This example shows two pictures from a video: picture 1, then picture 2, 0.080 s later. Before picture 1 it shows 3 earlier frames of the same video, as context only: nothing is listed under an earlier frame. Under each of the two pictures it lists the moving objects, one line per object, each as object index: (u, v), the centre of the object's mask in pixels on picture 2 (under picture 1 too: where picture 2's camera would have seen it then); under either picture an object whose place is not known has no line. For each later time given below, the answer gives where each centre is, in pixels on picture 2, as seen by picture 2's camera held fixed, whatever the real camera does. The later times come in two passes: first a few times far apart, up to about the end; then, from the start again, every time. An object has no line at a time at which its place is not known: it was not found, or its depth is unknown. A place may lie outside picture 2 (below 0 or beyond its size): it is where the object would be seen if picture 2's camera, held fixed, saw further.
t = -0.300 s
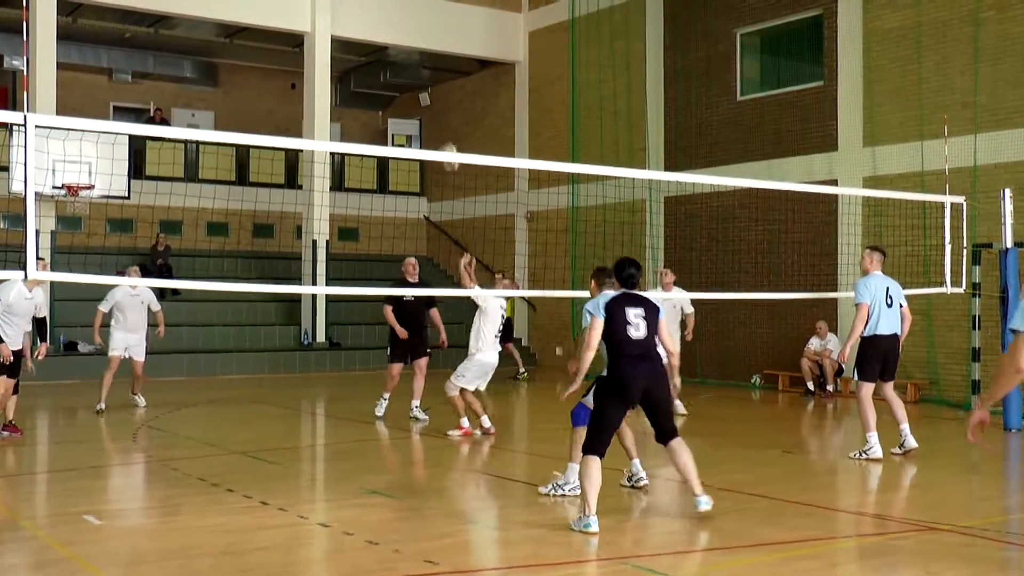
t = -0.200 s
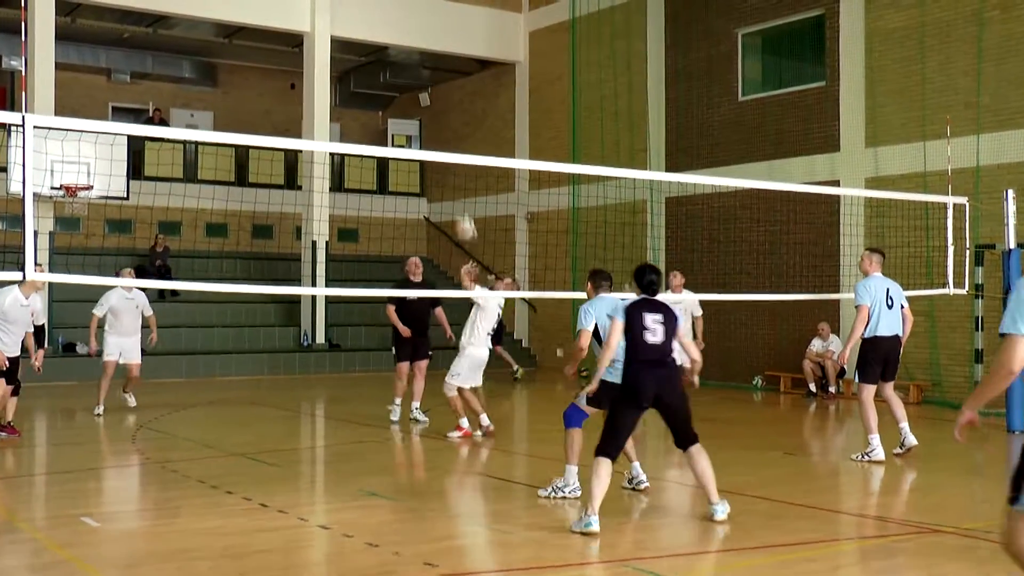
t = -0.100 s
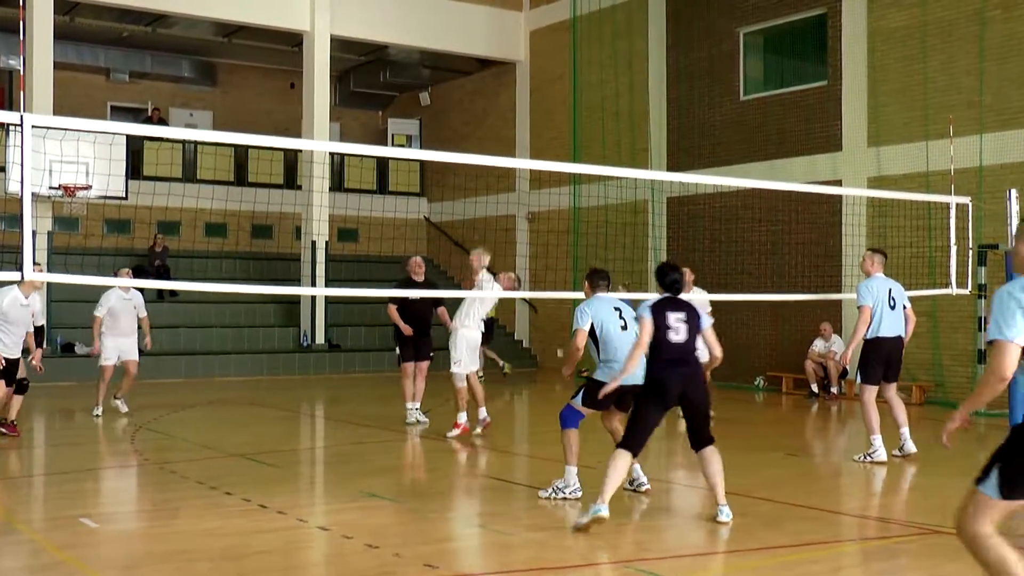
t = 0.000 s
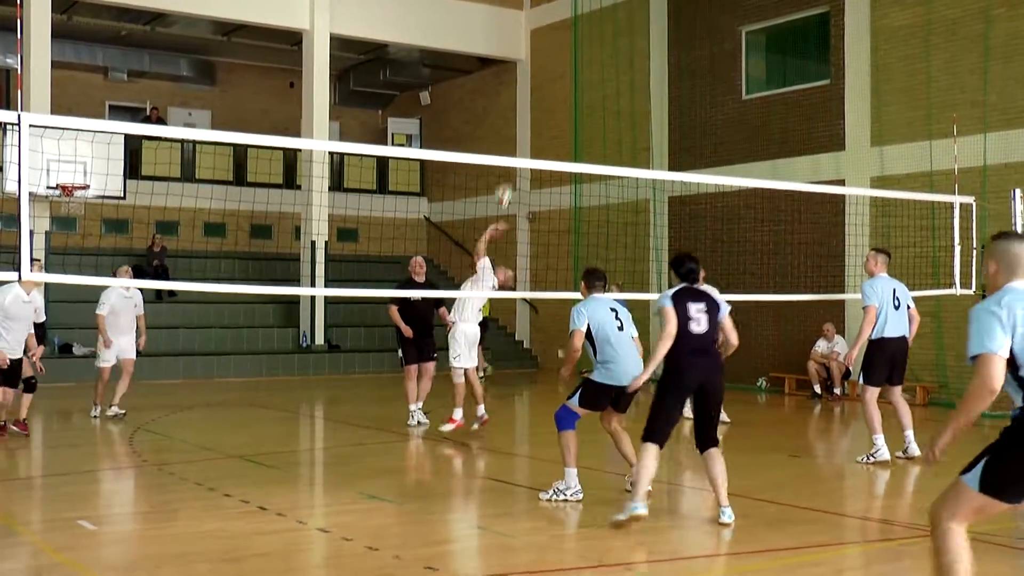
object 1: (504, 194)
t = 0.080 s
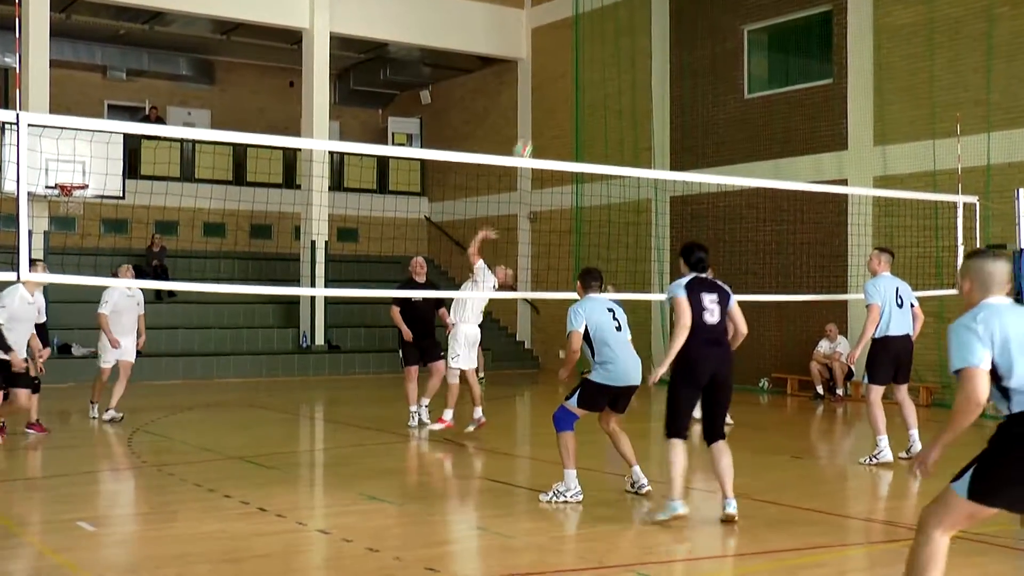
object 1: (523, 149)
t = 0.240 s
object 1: (559, 82)
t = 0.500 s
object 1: (611, 31)
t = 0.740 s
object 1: (654, 36)
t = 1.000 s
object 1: (696, 97)
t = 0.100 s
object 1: (528, 140)
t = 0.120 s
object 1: (533, 130)
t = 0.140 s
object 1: (537, 122)
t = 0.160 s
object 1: (541, 114)
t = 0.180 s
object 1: (545, 105)
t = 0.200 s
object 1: (550, 97)
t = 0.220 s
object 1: (555, 90)
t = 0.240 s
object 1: (559, 82)
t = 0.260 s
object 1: (563, 76)
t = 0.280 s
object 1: (568, 71)
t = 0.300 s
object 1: (572, 65)
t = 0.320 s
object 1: (576, 60)
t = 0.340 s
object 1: (580, 55)
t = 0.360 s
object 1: (584, 51)
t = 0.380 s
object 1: (588, 47)
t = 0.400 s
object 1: (592, 44)
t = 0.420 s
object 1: (596, 41)
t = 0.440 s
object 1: (600, 38)
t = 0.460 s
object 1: (604, 35)
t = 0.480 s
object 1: (607, 33)
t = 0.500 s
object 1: (611, 31)
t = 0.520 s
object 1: (615, 29)
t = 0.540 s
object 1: (619, 28)
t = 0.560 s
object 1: (622, 27)
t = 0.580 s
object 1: (626, 26)
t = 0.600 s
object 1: (630, 26)
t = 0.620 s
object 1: (633, 27)
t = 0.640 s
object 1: (637, 28)
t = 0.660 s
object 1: (640, 29)
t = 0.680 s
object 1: (644, 30)
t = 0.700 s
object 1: (648, 31)
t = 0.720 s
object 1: (651, 33)
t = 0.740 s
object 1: (654, 36)
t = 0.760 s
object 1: (657, 39)
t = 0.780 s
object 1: (661, 42)
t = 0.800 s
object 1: (664, 45)
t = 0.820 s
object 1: (669, 49)
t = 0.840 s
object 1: (671, 53)
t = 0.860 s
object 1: (675, 57)
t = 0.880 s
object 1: (677, 62)
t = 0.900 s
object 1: (680, 67)
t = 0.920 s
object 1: (683, 72)
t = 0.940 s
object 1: (686, 78)
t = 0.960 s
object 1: (690, 85)
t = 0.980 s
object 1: (693, 91)
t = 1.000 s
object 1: (696, 97)
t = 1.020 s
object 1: (699, 104)
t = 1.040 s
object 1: (702, 112)
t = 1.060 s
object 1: (705, 119)
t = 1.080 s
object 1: (708, 127)
